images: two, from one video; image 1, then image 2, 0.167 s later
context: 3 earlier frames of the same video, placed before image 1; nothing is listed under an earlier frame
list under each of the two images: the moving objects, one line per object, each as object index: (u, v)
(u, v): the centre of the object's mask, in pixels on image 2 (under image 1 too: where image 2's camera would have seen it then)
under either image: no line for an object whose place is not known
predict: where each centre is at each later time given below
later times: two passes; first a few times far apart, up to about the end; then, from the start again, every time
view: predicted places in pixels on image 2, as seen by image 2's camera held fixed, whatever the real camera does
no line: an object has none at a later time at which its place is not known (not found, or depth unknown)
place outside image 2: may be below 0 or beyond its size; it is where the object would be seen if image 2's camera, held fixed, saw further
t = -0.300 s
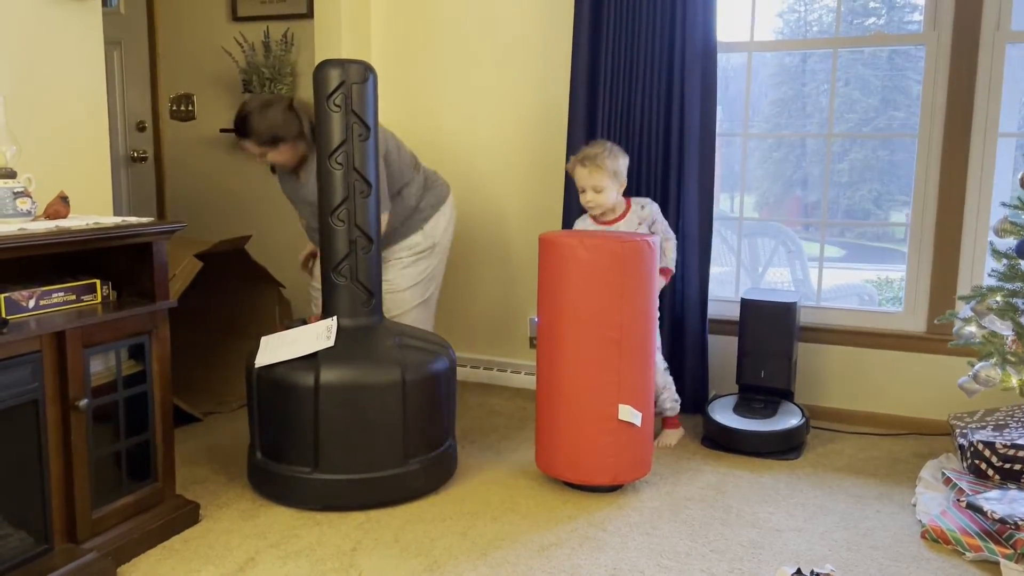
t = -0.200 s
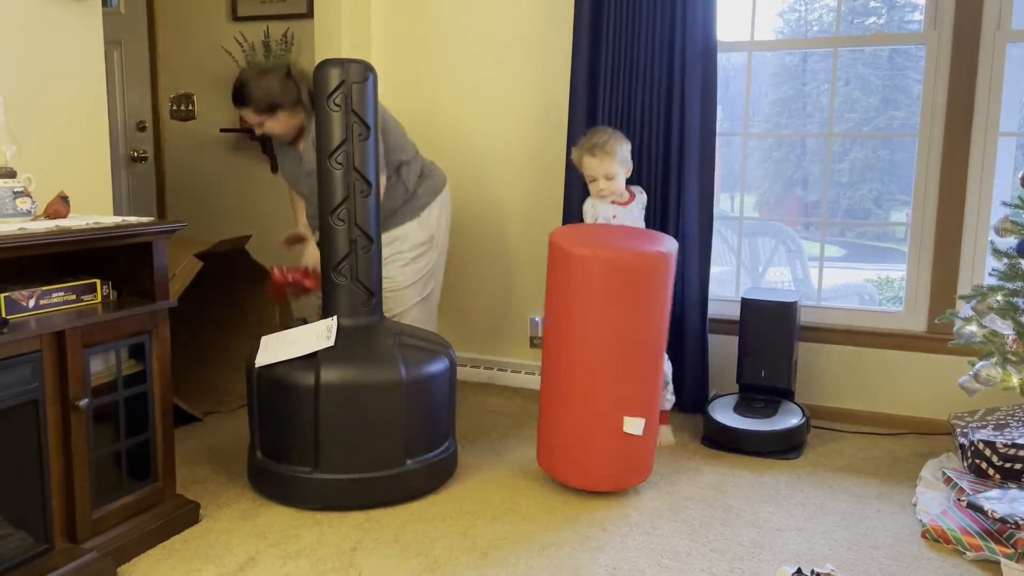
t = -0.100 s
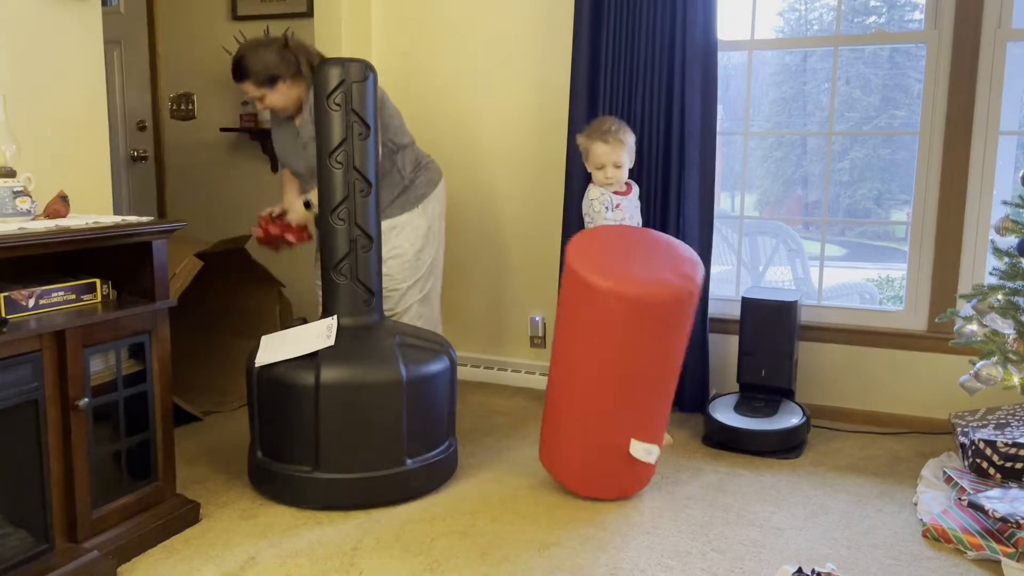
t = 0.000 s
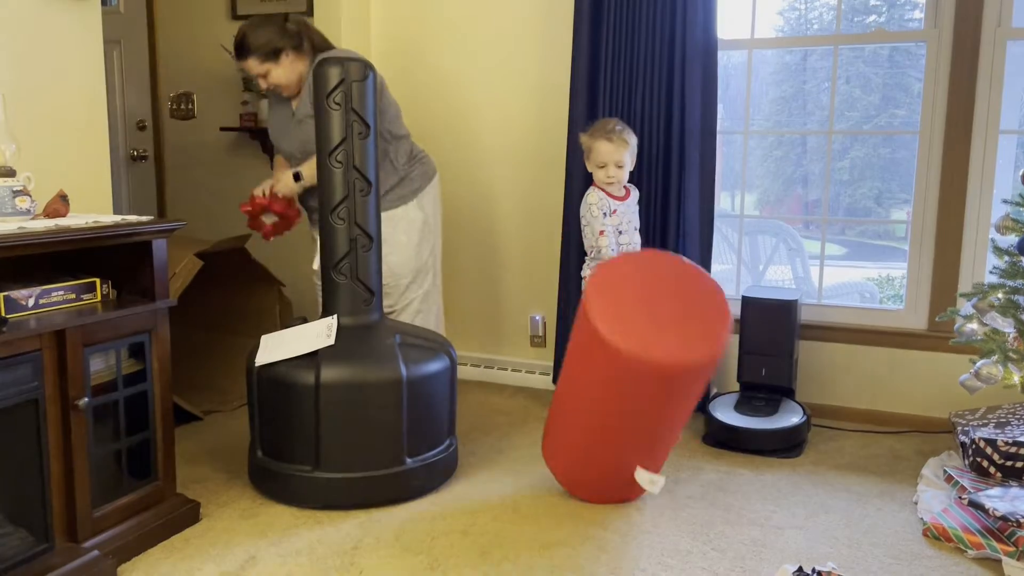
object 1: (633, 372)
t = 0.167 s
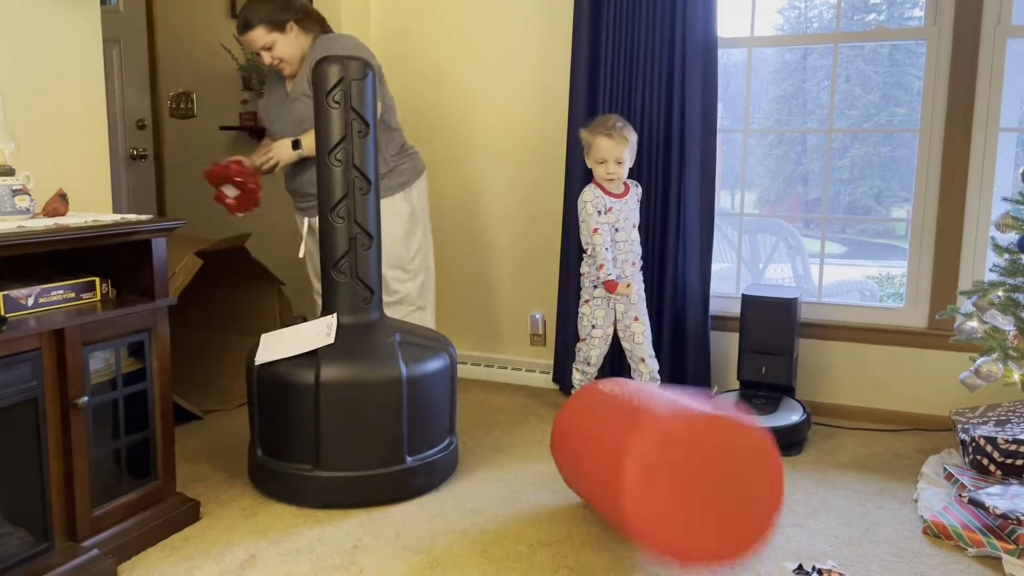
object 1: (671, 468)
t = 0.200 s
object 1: (668, 488)
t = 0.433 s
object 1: (680, 486)
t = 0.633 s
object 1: (674, 495)
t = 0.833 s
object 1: (674, 497)
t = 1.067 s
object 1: (676, 497)
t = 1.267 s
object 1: (675, 499)
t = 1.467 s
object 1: (676, 500)
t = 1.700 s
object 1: (677, 504)
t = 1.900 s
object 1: (678, 506)
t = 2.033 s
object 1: (678, 508)
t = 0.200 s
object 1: (668, 488)
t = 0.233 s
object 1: (669, 488)
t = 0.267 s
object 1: (673, 482)
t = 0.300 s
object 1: (677, 478)
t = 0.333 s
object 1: (679, 476)
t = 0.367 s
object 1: (680, 477)
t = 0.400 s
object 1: (680, 480)
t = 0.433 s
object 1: (680, 486)
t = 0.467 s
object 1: (677, 490)
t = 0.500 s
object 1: (673, 492)
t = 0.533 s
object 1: (671, 493)
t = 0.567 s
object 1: (674, 494)
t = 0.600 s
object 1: (675, 495)
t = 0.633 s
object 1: (674, 495)
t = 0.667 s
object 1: (673, 495)
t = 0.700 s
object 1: (673, 496)
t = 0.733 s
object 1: (673, 496)
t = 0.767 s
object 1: (673, 496)
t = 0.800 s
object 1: (674, 497)
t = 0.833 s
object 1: (674, 497)
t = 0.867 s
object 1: (674, 497)
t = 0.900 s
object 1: (675, 497)
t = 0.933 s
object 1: (675, 498)
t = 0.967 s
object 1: (675, 498)
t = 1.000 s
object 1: (675, 498)
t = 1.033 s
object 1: (676, 497)
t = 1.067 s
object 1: (676, 497)
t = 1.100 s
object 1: (675, 497)
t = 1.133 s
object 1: (675, 498)
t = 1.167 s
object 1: (675, 498)
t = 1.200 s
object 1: (675, 499)
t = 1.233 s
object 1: (675, 499)
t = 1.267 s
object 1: (675, 499)
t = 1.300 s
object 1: (675, 499)
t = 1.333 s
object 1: (675, 500)
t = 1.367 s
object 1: (676, 500)
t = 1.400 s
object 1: (676, 500)
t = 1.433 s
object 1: (676, 500)
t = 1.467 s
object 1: (676, 500)
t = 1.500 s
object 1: (676, 501)
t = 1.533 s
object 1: (676, 502)
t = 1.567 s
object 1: (677, 502)
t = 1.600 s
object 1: (677, 503)
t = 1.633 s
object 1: (677, 503)
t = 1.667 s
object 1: (677, 503)
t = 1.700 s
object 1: (677, 504)
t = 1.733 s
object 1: (677, 505)
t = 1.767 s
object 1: (677, 505)
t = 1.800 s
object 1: (678, 506)
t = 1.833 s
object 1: (678, 506)
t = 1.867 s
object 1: (678, 506)
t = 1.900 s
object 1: (678, 506)
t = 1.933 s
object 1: (678, 506)
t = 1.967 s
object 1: (677, 506)
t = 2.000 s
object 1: (678, 507)
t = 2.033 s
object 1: (678, 508)
